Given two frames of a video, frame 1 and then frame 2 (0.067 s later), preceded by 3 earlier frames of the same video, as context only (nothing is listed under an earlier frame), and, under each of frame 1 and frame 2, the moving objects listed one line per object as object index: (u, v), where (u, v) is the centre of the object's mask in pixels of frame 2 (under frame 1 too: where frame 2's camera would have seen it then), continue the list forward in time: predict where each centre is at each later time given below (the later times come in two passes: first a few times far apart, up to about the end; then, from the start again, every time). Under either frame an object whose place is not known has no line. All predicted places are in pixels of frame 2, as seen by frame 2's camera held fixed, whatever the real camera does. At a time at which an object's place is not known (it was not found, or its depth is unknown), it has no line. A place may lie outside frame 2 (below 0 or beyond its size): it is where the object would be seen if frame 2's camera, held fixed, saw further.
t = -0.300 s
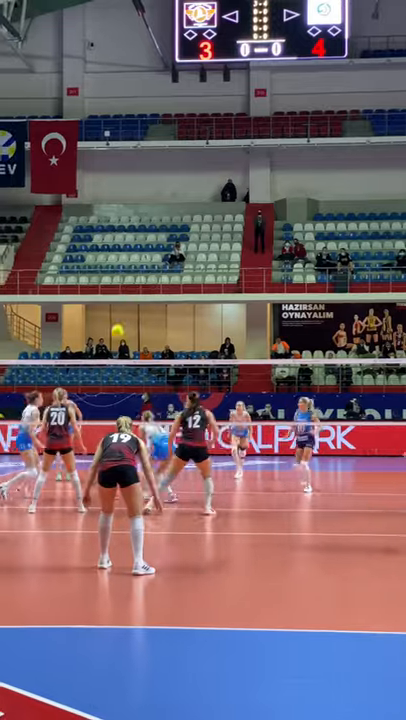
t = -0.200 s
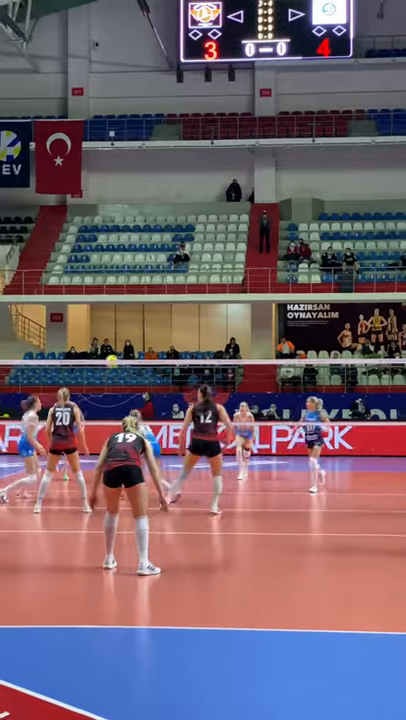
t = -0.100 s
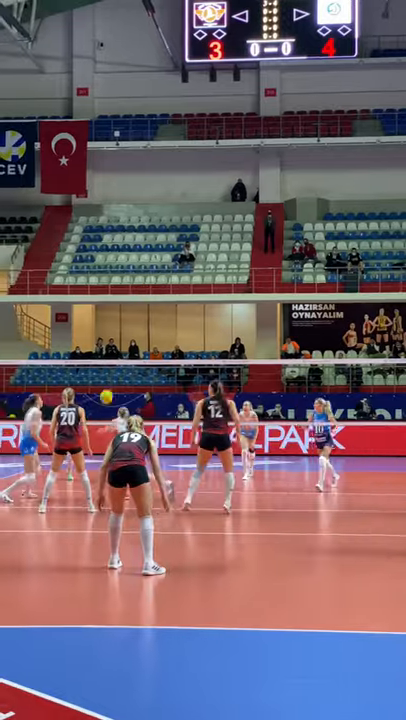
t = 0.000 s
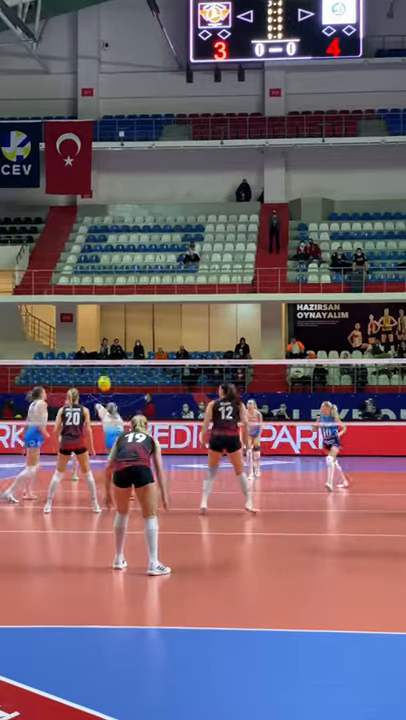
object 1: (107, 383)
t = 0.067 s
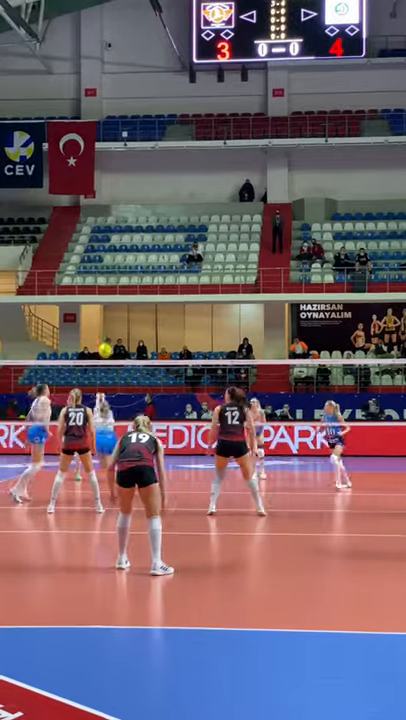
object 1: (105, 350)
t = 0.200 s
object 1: (99, 291)
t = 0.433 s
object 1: (93, 217)
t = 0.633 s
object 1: (88, 180)
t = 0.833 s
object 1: (84, 165)
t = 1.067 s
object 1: (78, 175)
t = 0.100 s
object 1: (103, 334)
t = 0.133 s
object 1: (102, 320)
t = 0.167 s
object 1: (101, 305)
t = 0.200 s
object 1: (99, 291)
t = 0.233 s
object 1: (98, 280)
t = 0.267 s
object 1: (97, 268)
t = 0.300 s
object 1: (96, 256)
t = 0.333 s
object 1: (95, 246)
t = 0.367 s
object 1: (94, 236)
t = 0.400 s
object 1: (94, 228)
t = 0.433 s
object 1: (93, 217)
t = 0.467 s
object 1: (92, 210)
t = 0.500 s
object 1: (91, 203)
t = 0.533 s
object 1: (90, 197)
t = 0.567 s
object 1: (89, 191)
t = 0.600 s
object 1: (89, 185)
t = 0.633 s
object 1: (88, 180)
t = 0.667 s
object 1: (87, 176)
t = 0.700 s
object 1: (86, 173)
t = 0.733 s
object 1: (86, 170)
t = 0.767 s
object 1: (85, 168)
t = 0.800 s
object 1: (84, 166)
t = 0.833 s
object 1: (84, 165)
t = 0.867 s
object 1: (82, 165)
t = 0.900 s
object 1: (82, 165)
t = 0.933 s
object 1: (81, 166)
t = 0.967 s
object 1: (81, 167)
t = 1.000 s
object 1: (80, 169)
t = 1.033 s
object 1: (79, 172)
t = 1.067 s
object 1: (78, 175)
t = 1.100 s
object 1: (78, 179)
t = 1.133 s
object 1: (77, 184)
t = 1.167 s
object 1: (76, 189)
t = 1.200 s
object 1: (75, 195)
